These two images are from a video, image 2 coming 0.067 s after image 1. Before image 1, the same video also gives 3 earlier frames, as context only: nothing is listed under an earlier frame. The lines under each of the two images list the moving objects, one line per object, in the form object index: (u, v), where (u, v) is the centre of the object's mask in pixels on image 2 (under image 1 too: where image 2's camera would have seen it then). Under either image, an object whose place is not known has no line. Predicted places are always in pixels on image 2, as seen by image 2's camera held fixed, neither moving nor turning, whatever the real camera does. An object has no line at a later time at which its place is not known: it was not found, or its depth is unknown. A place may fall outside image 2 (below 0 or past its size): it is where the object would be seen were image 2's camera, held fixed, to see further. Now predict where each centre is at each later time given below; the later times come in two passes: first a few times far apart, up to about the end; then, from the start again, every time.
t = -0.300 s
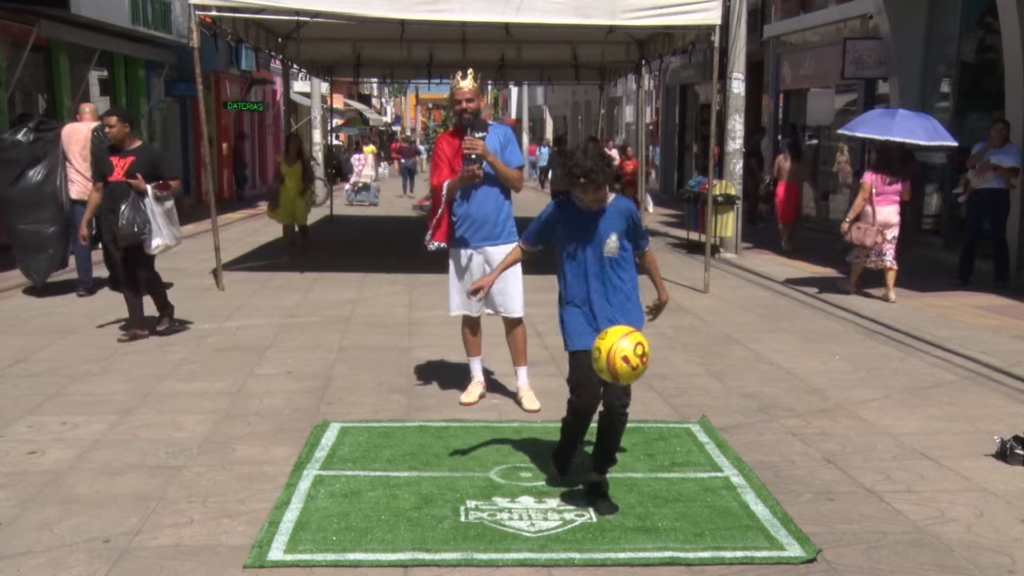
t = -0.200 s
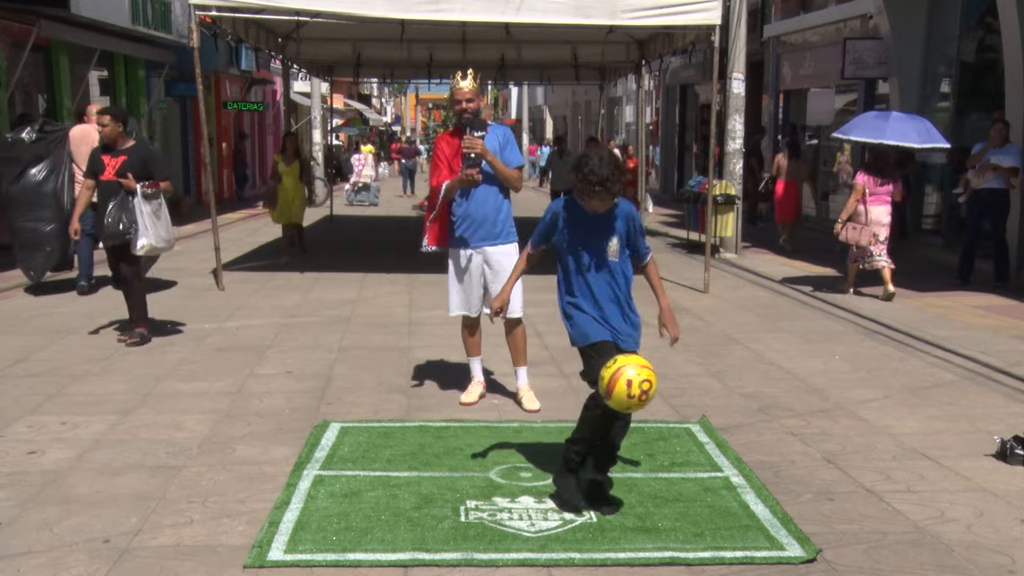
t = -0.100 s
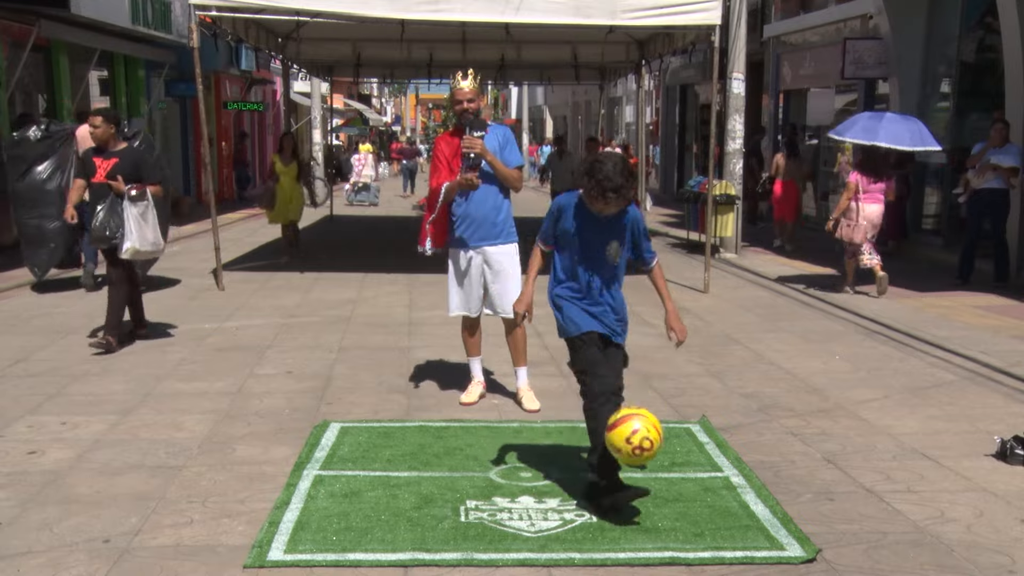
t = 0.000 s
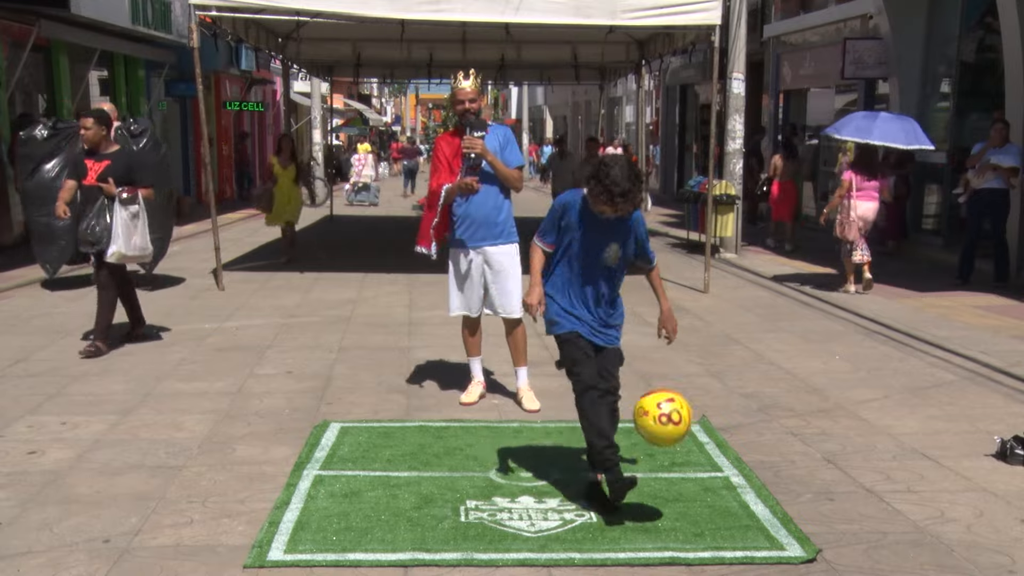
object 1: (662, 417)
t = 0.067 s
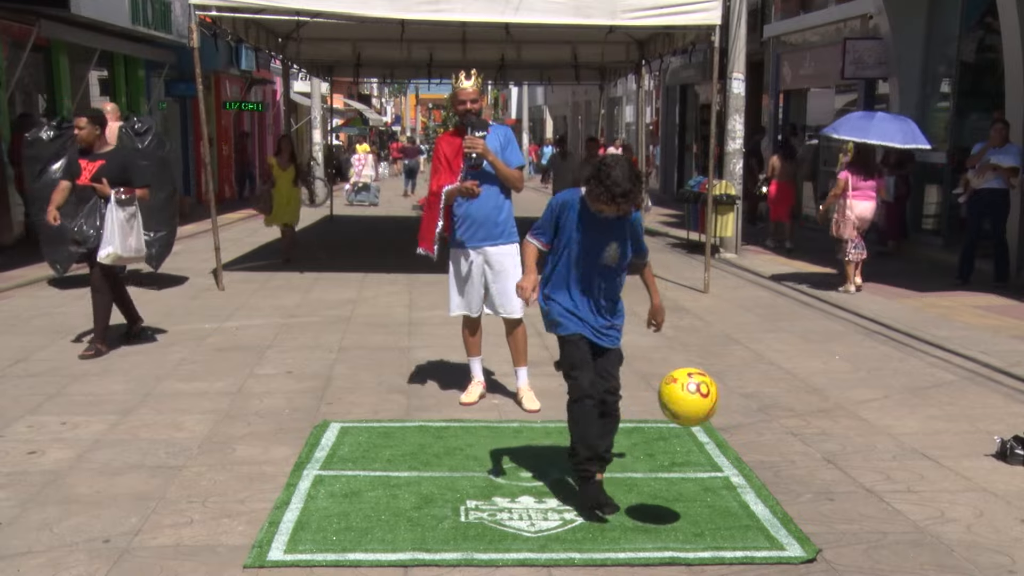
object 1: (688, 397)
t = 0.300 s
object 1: (785, 415)
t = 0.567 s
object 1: (899, 546)
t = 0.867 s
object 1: (984, 475)
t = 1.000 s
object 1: (1004, 530)
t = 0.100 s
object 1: (701, 390)
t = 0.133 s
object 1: (714, 387)
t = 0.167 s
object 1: (728, 386)
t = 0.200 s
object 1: (742, 389)
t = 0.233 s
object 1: (756, 394)
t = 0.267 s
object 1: (771, 403)
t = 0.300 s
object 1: (785, 415)
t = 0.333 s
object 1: (800, 431)
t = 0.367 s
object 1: (815, 451)
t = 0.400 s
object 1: (830, 474)
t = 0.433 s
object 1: (845, 501)
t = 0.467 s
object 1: (861, 533)
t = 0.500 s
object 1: (876, 557)
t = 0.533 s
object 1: (888, 559)
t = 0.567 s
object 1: (899, 546)
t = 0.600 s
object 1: (908, 527)
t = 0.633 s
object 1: (918, 509)
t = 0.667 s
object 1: (928, 494)
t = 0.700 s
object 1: (937, 483)
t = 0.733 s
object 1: (947, 474)
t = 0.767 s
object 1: (956, 469)
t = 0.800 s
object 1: (966, 467)
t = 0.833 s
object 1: (976, 470)
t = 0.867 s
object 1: (984, 475)
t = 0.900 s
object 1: (990, 483)
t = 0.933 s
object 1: (995, 495)
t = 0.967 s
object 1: (1000, 511)
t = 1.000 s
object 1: (1004, 530)
